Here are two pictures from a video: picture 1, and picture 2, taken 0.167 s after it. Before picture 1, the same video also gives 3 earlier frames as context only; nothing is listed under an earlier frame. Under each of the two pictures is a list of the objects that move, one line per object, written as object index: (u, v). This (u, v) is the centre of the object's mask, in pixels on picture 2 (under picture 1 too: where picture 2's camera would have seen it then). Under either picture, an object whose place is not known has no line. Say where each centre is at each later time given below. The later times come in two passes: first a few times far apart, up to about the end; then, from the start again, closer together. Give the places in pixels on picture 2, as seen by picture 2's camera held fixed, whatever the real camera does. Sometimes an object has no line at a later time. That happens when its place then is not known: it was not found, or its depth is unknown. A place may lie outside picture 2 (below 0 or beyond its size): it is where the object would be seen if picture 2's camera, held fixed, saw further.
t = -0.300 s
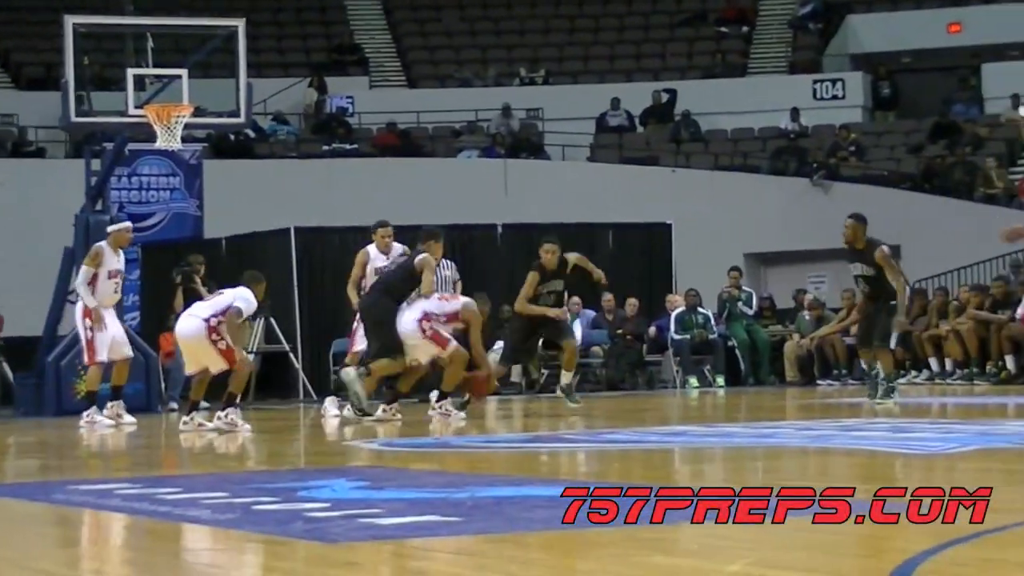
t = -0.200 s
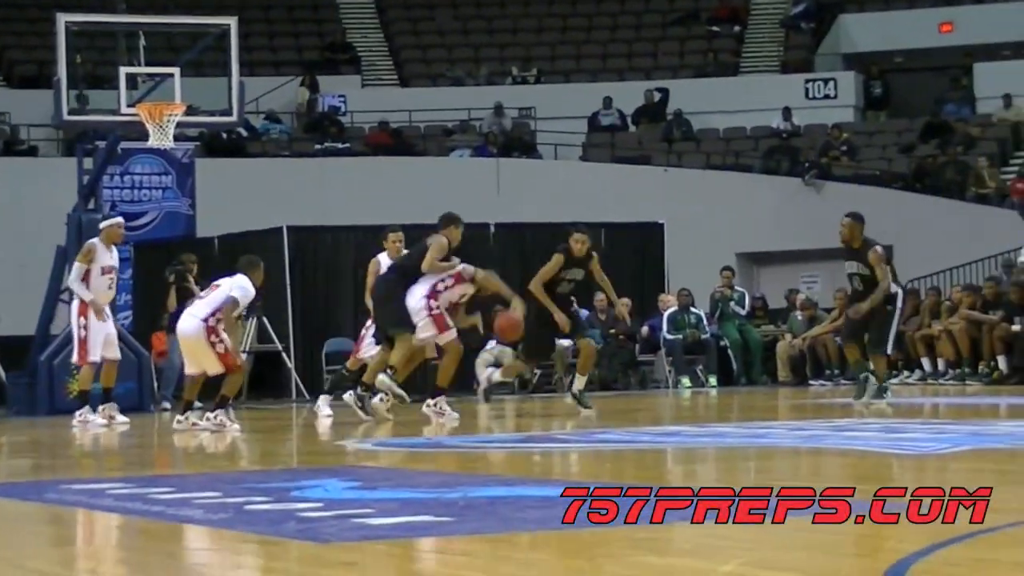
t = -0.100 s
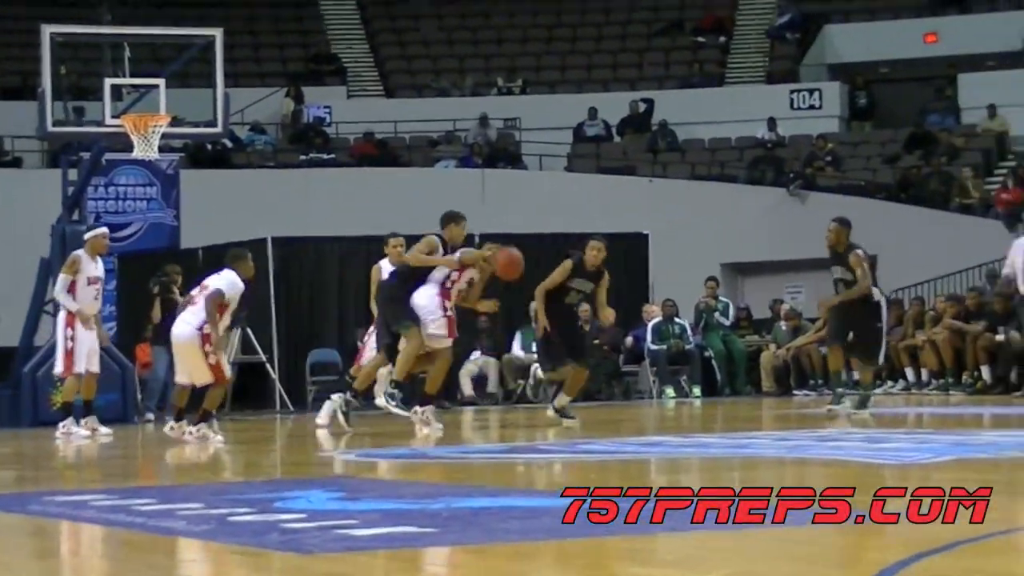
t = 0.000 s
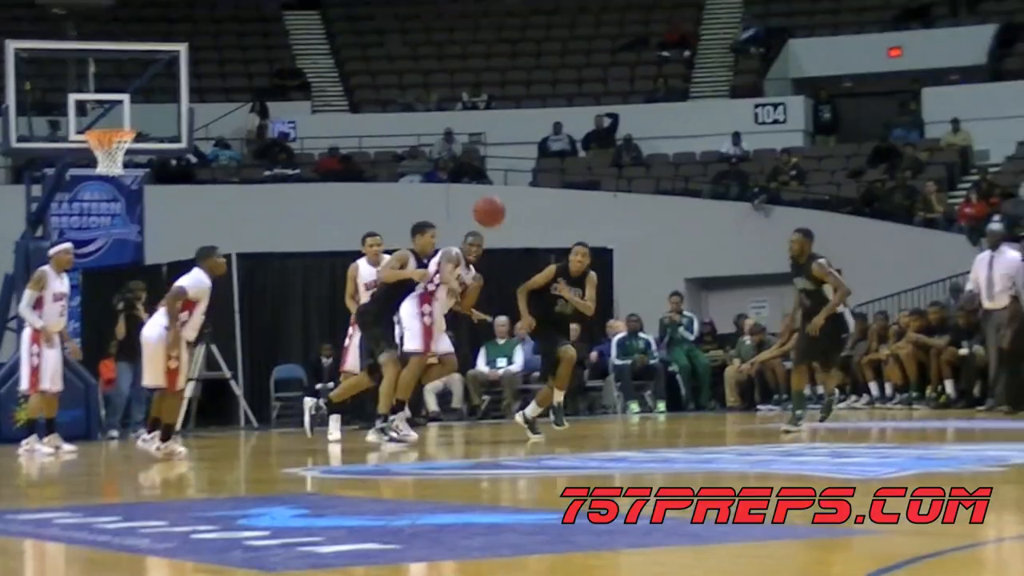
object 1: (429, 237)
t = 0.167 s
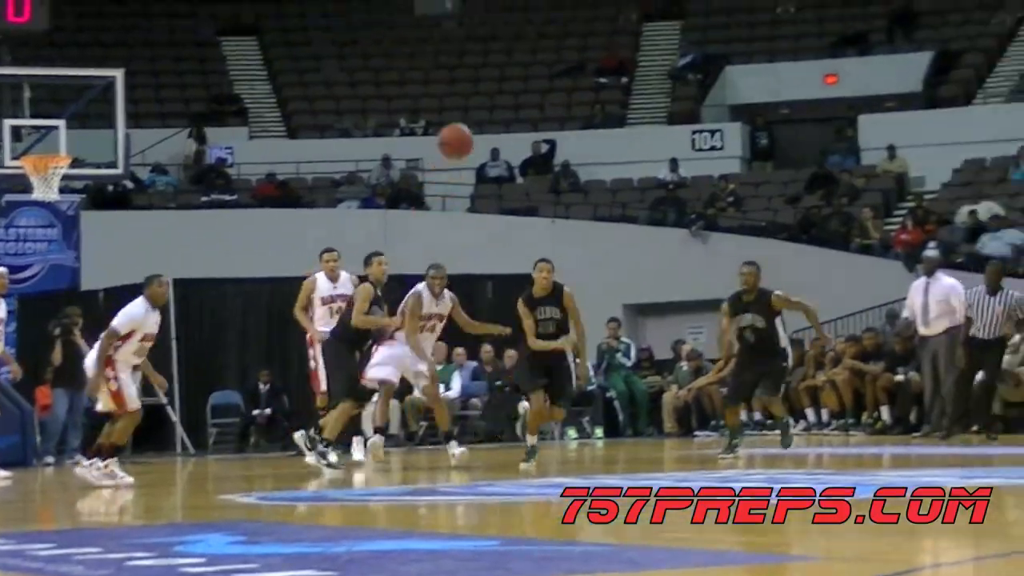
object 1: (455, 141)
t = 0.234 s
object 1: (465, 112)
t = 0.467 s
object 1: (526, 50)
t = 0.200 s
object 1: (460, 125)
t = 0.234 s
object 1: (465, 112)
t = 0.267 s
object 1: (471, 99)
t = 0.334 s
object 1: (487, 75)
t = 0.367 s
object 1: (495, 67)
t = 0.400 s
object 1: (507, 60)
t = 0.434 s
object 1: (517, 53)
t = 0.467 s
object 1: (526, 50)
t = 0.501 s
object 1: (530, 46)
